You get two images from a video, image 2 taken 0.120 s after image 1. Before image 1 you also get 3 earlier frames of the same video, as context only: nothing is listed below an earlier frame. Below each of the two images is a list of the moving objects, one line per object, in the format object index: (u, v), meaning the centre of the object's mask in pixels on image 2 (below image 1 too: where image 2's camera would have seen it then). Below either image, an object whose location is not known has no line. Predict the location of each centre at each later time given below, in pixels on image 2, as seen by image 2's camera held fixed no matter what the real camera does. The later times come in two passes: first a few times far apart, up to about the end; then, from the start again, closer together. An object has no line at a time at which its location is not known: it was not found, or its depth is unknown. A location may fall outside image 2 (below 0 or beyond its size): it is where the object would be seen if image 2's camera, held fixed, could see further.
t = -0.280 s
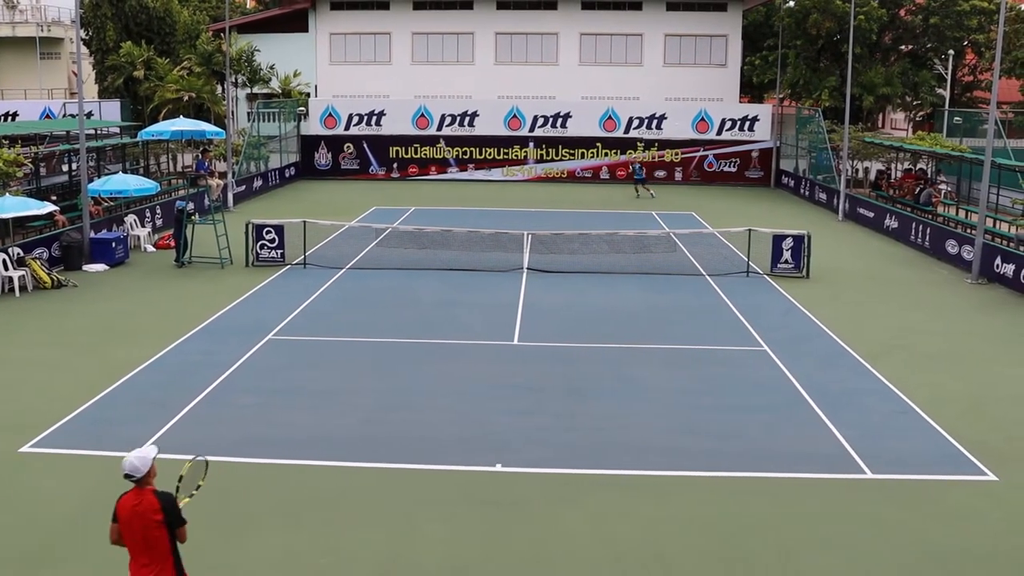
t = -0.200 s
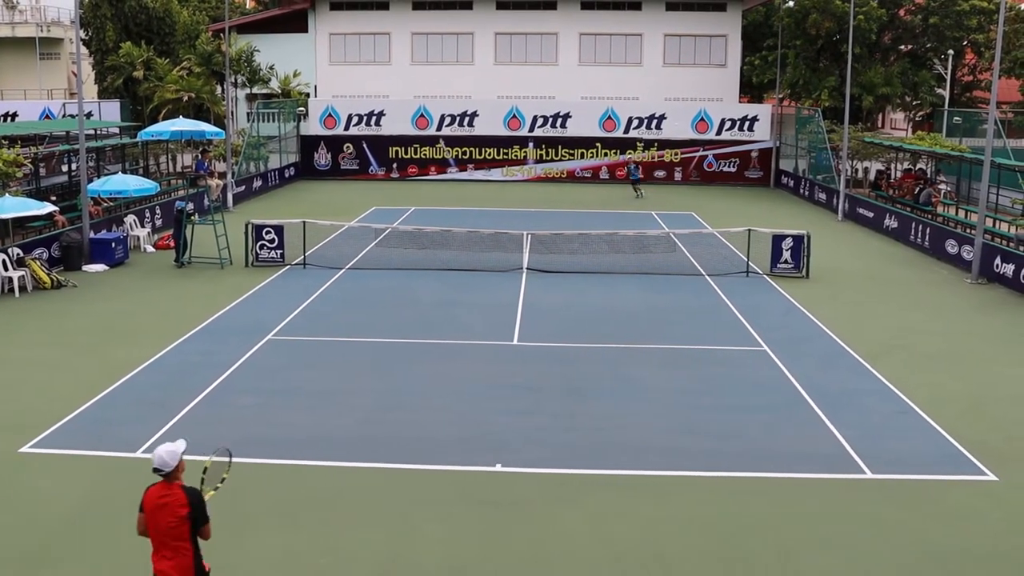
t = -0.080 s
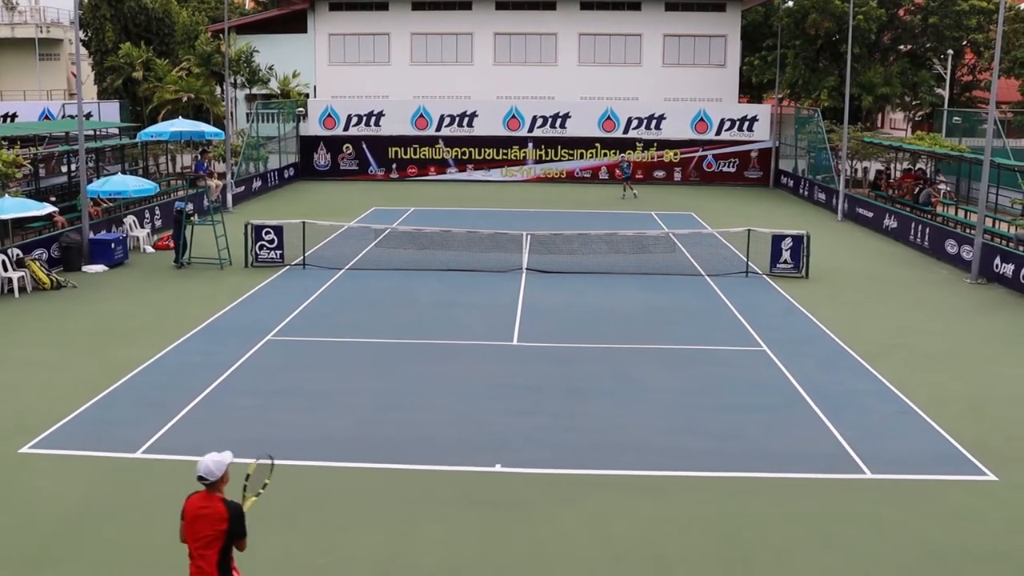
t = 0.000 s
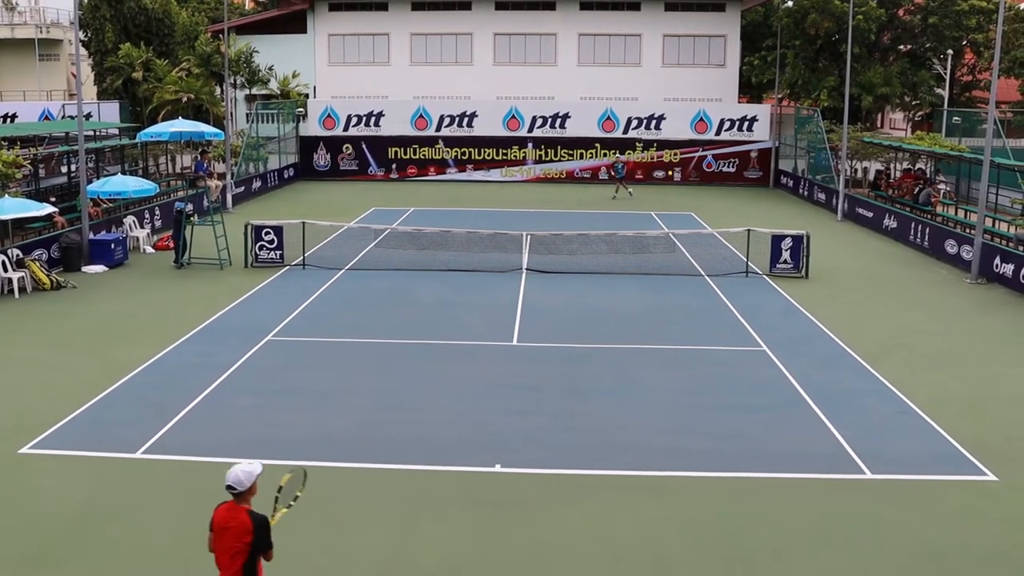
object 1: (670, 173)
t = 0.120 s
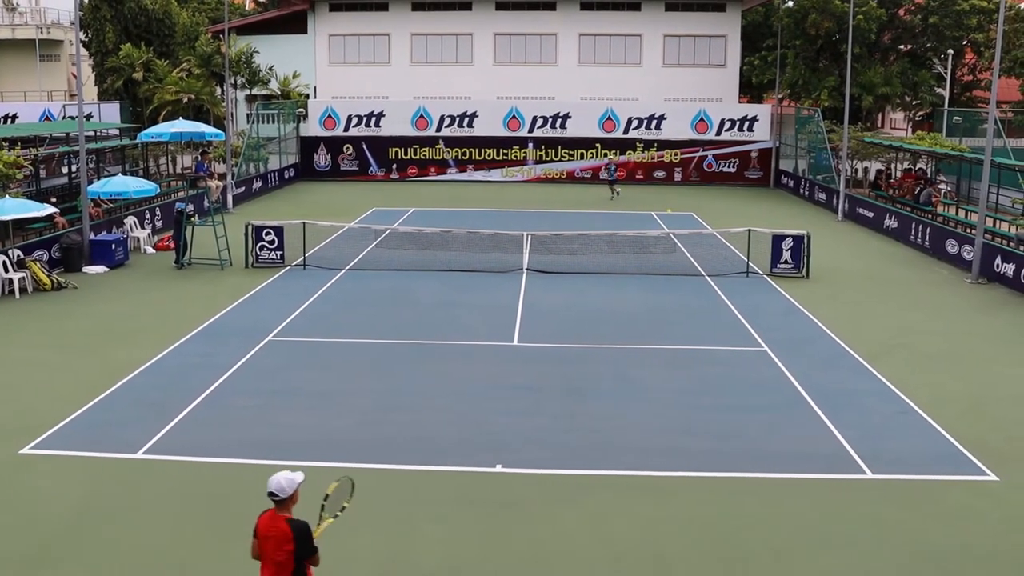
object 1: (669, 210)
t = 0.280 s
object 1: (665, 286)
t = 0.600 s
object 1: (660, 300)
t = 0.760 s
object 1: (657, 287)
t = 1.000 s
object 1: (648, 313)
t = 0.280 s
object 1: (665, 286)
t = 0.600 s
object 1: (660, 300)
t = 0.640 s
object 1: (660, 295)
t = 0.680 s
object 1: (659, 291)
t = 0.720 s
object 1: (658, 289)
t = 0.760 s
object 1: (657, 287)
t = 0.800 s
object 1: (656, 288)
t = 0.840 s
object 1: (655, 289)
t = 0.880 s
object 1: (653, 292)
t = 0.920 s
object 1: (652, 297)
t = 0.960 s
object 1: (650, 304)
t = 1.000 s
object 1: (648, 313)
